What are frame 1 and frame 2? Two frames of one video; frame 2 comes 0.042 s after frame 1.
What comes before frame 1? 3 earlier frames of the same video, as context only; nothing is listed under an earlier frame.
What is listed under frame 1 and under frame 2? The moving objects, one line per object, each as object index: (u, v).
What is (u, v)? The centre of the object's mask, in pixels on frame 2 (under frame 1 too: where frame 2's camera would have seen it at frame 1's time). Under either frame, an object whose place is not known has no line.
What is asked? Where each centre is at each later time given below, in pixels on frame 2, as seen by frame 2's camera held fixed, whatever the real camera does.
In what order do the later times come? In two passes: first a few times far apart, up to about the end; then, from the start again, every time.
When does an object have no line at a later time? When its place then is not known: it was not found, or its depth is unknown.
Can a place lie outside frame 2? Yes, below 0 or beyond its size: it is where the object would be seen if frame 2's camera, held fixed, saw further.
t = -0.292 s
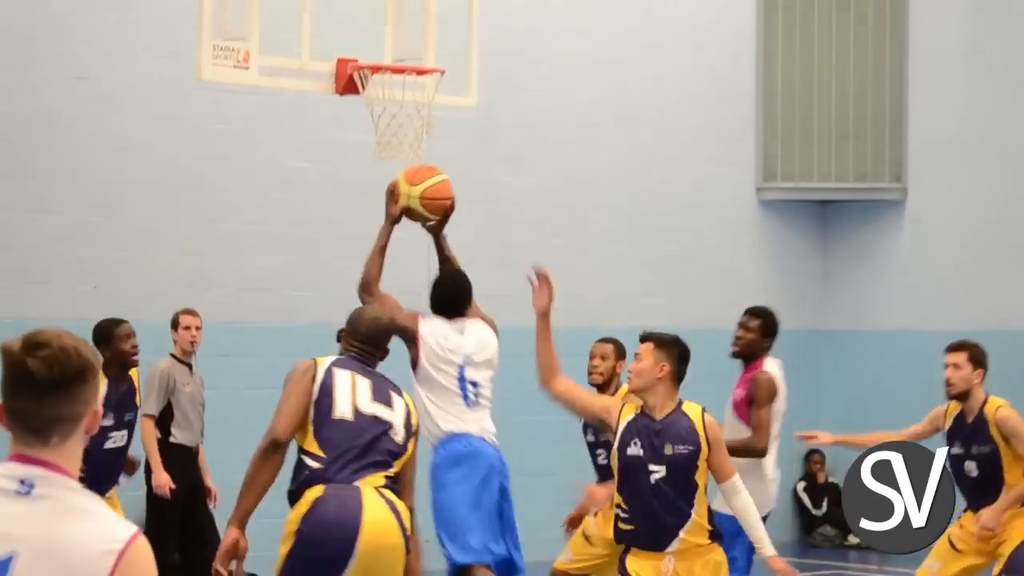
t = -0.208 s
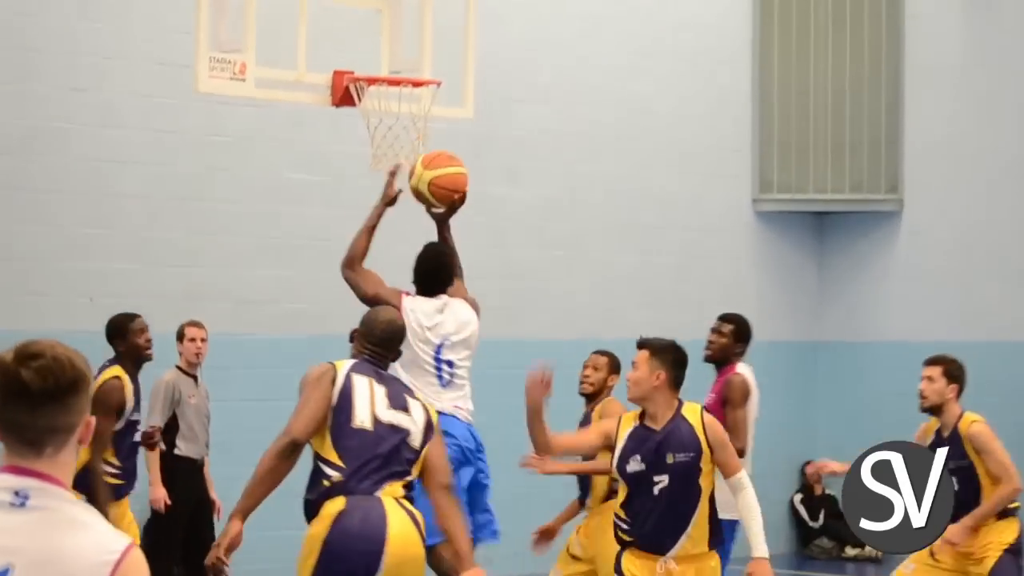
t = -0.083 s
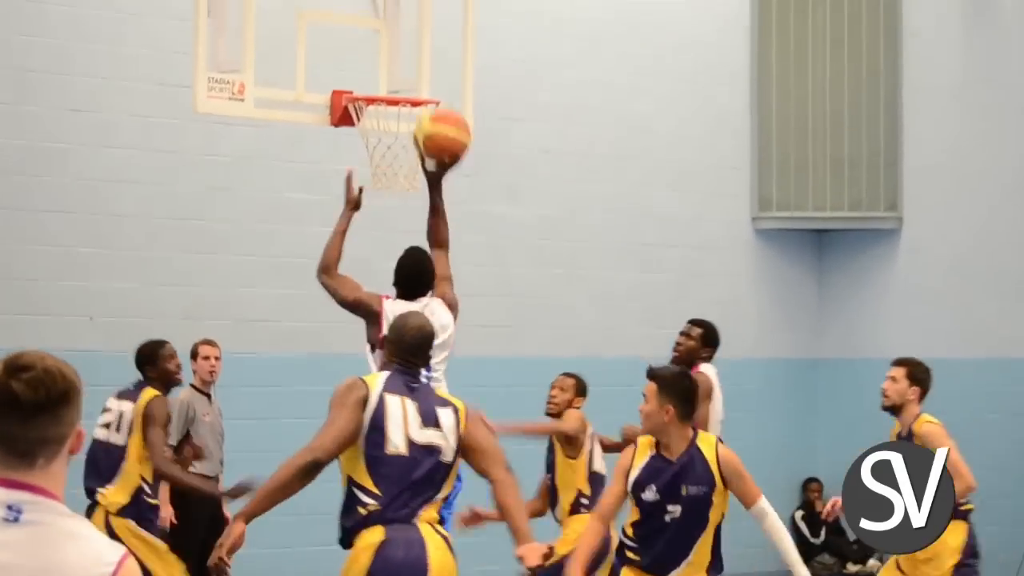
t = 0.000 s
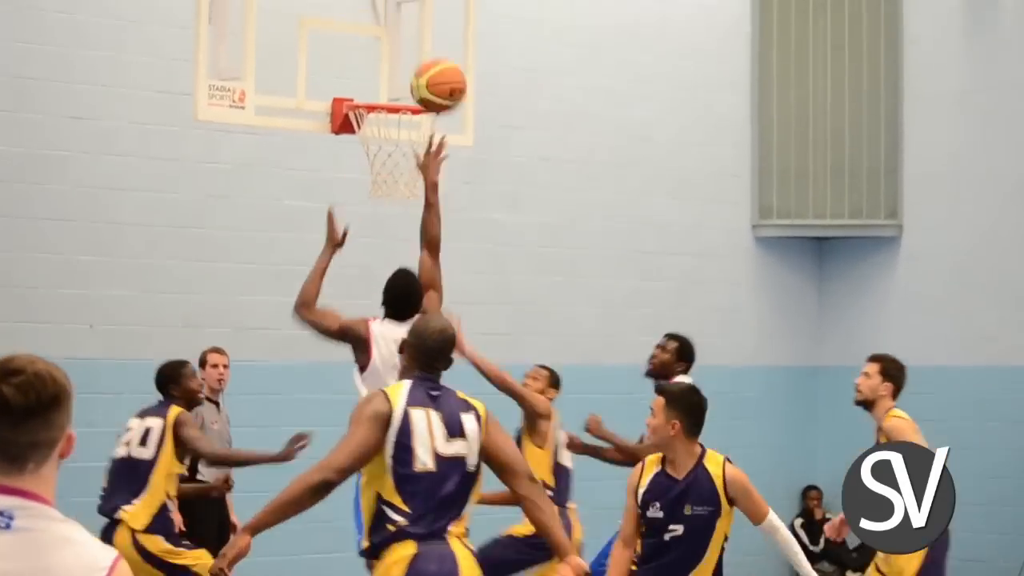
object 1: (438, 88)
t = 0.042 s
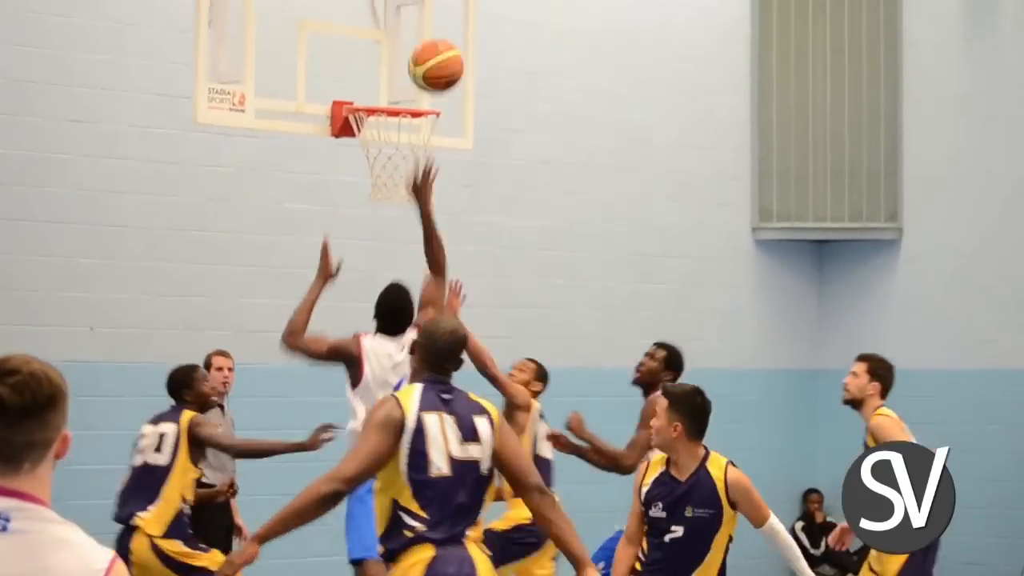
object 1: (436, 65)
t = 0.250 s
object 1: (424, 14)
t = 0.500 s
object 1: (411, 67)
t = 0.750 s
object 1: (372, 155)
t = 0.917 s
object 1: (400, 219)
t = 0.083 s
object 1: (433, 47)
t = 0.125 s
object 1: (431, 33)
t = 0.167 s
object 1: (427, 22)
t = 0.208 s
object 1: (426, 16)
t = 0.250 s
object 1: (424, 14)
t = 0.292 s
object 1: (422, 14)
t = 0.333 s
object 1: (420, 16)
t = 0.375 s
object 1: (417, 23)
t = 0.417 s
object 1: (415, 33)
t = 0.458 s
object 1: (413, 49)
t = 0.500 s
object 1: (411, 67)
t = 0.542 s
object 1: (409, 87)
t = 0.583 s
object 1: (402, 103)
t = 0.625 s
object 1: (385, 112)
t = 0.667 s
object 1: (366, 126)
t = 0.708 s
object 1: (367, 137)
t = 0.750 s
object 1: (372, 155)
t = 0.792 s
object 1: (377, 171)
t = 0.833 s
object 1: (384, 183)
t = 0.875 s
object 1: (392, 198)
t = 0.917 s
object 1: (400, 219)
